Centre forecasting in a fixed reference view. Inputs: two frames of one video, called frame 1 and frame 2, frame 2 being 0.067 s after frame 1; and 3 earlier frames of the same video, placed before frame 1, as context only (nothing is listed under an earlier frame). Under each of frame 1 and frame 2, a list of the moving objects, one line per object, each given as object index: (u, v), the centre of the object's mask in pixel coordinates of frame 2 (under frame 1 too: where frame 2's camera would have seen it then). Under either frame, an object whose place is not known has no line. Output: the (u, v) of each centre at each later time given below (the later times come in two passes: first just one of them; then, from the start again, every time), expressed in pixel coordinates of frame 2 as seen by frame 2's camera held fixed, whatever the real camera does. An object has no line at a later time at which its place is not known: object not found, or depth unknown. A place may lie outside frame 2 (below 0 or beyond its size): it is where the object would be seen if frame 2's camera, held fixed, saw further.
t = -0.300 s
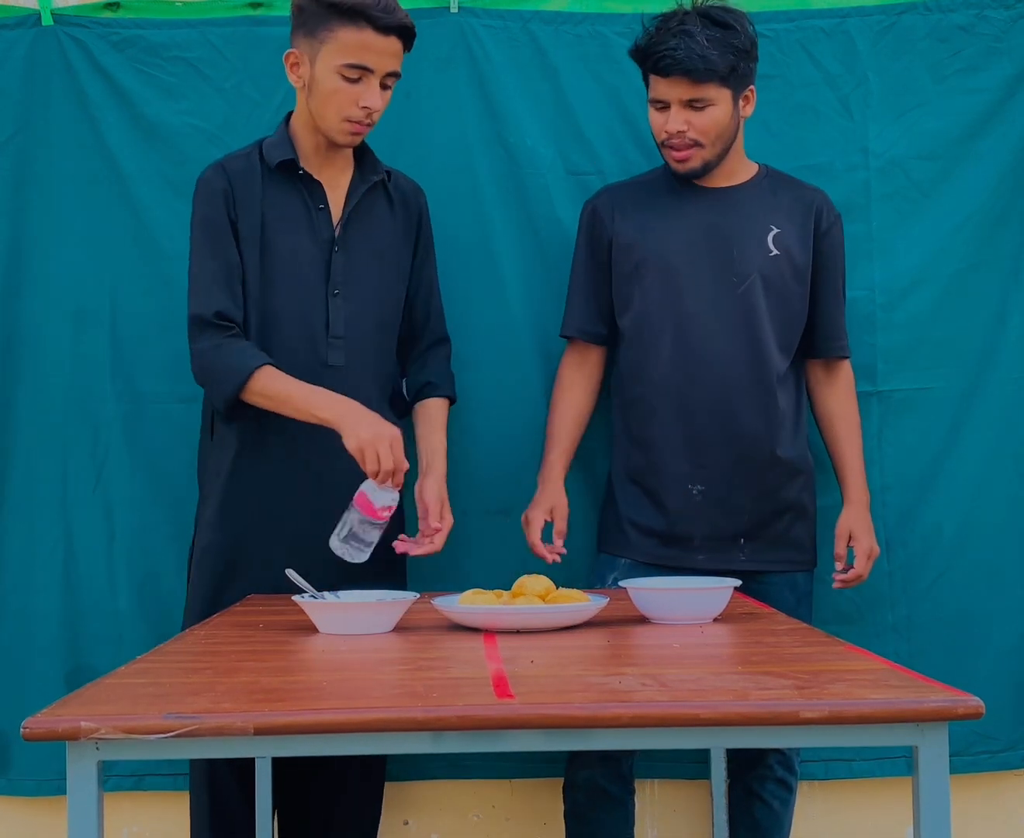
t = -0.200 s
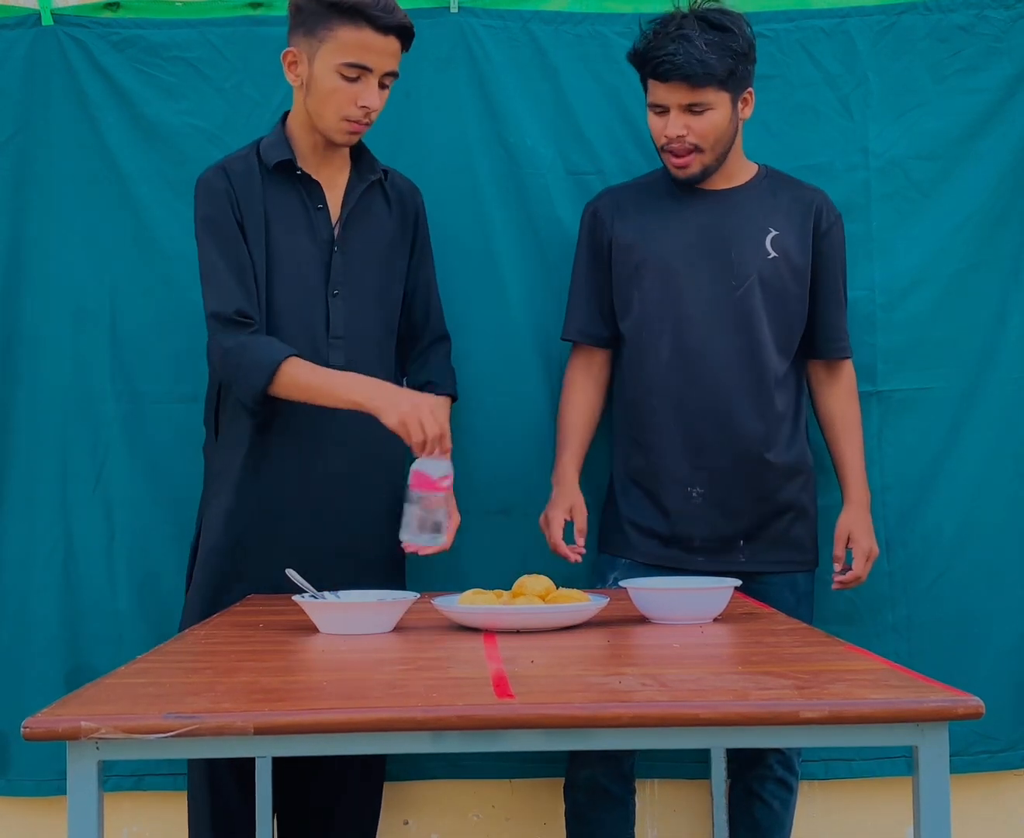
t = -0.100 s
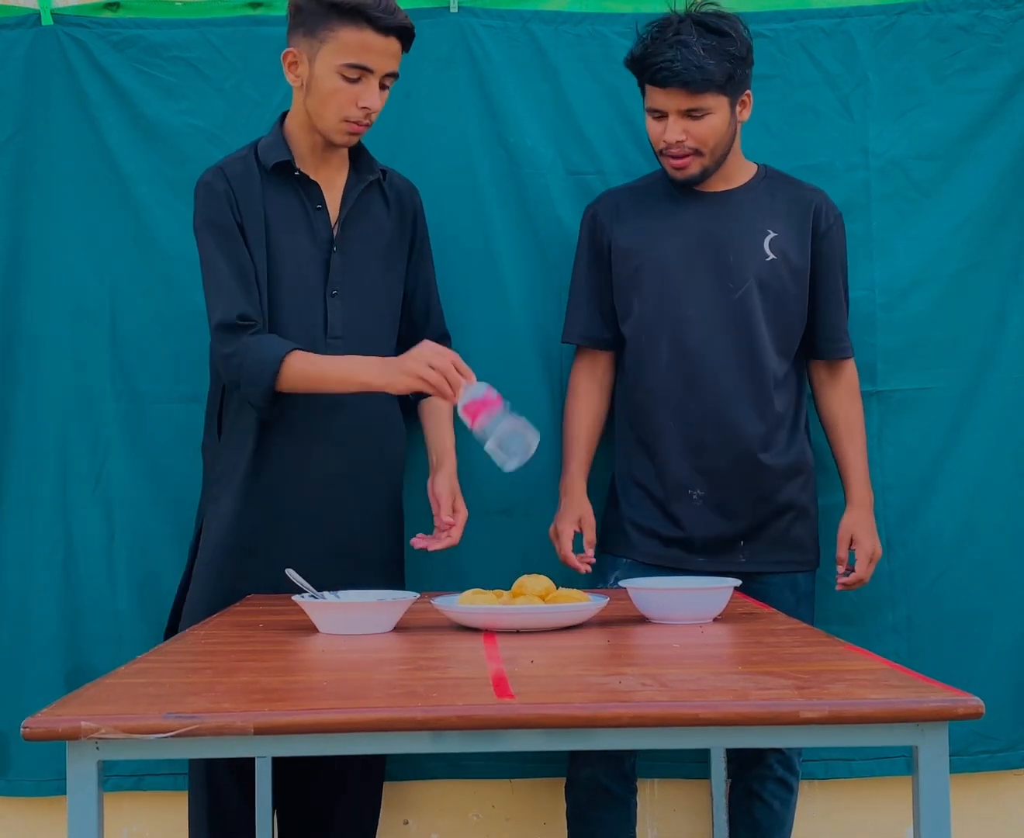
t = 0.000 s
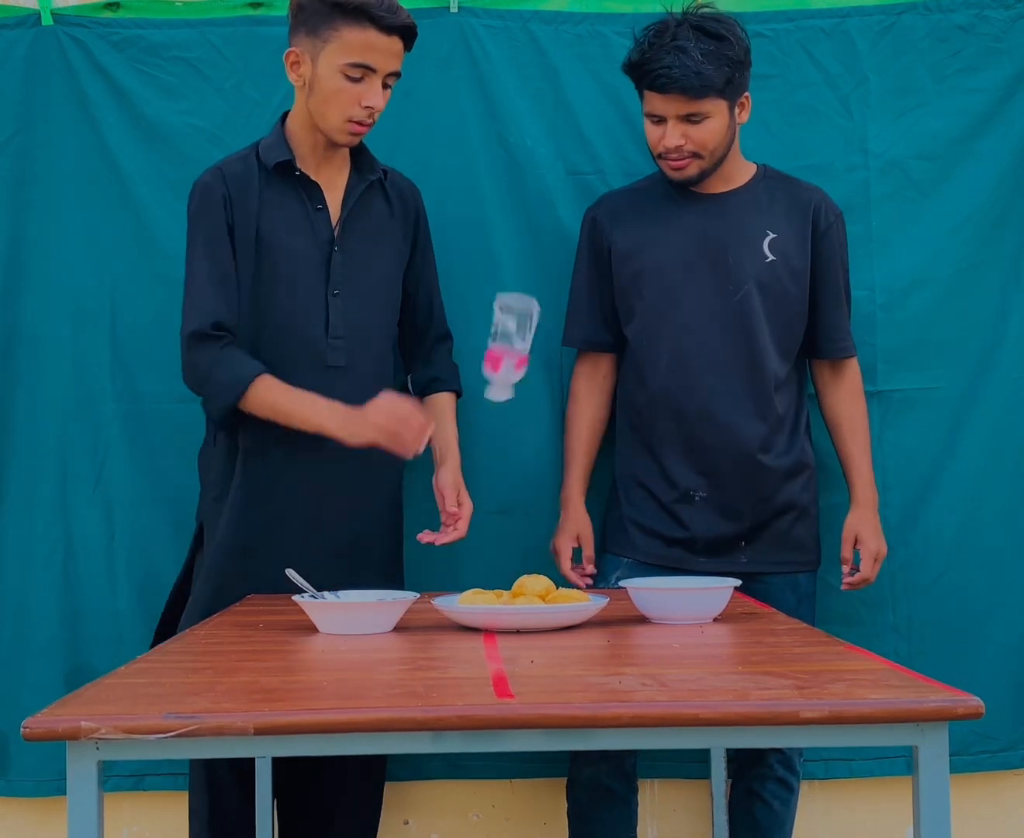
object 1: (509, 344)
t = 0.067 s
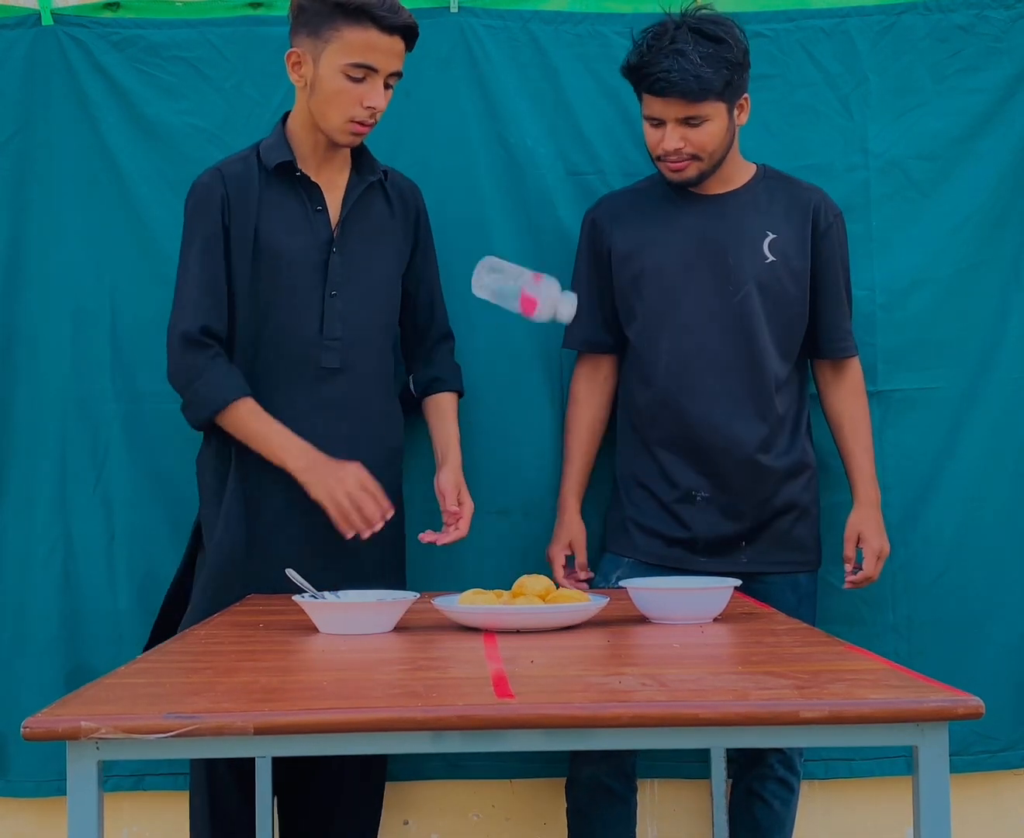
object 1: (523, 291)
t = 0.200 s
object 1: (501, 283)
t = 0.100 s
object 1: (518, 271)
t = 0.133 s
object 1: (511, 265)
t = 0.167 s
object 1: (506, 270)
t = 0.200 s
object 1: (501, 283)
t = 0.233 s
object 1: (496, 303)
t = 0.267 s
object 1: (493, 332)
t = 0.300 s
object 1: (490, 368)
